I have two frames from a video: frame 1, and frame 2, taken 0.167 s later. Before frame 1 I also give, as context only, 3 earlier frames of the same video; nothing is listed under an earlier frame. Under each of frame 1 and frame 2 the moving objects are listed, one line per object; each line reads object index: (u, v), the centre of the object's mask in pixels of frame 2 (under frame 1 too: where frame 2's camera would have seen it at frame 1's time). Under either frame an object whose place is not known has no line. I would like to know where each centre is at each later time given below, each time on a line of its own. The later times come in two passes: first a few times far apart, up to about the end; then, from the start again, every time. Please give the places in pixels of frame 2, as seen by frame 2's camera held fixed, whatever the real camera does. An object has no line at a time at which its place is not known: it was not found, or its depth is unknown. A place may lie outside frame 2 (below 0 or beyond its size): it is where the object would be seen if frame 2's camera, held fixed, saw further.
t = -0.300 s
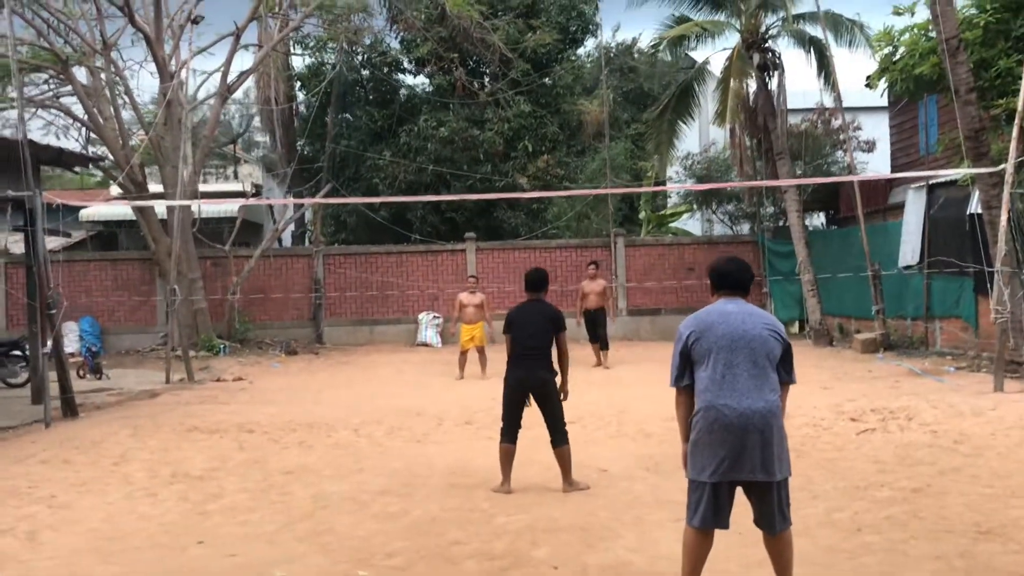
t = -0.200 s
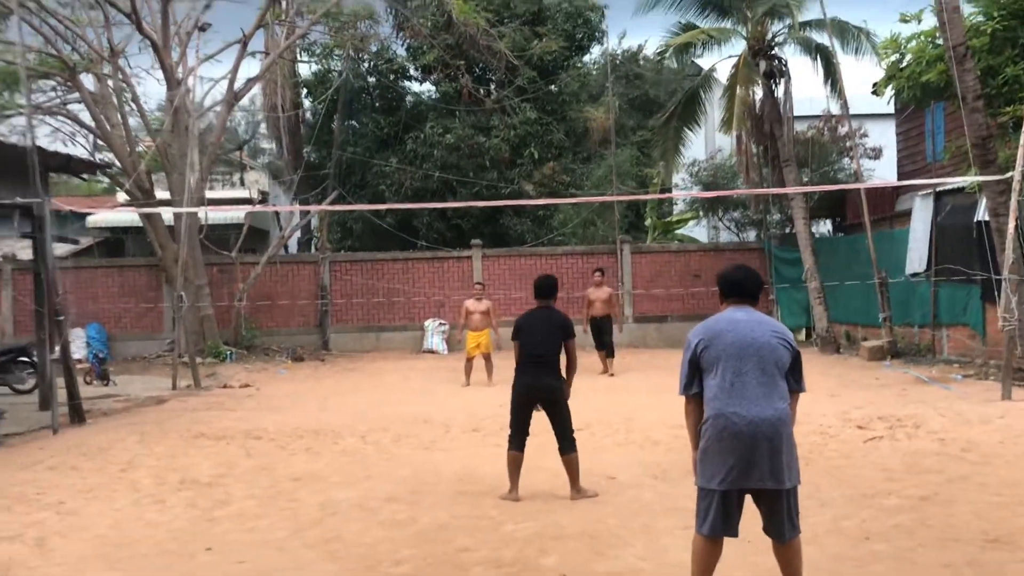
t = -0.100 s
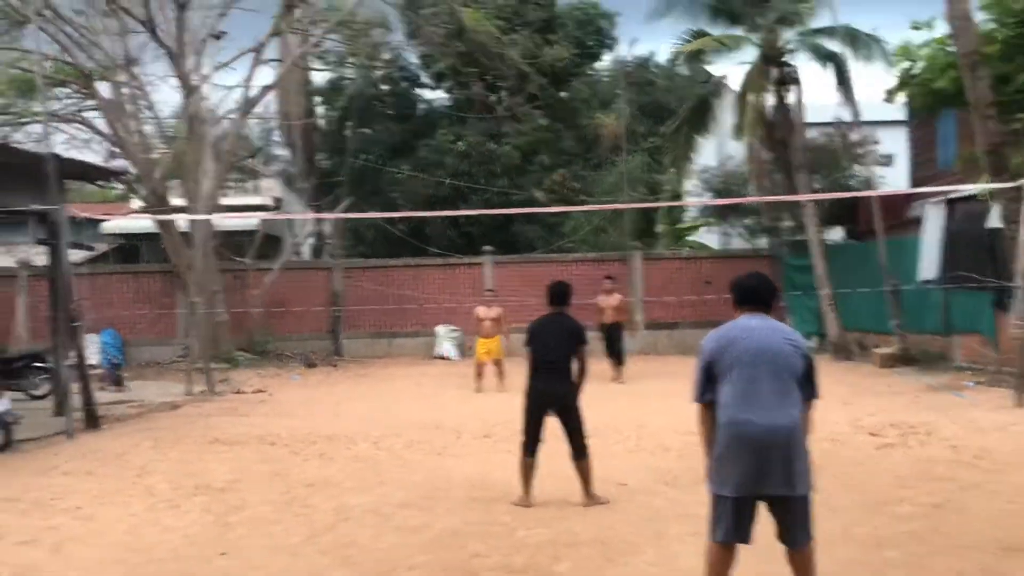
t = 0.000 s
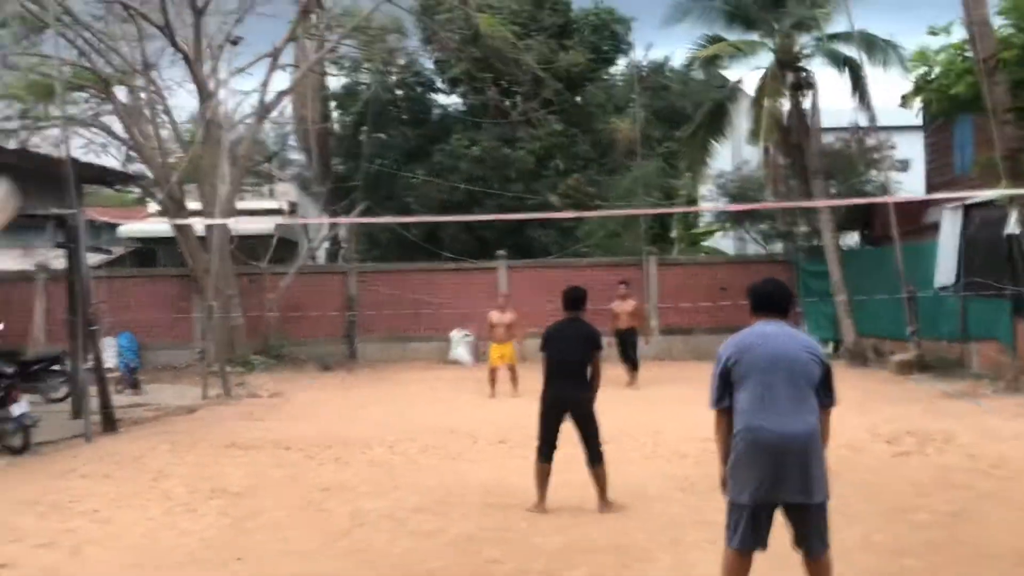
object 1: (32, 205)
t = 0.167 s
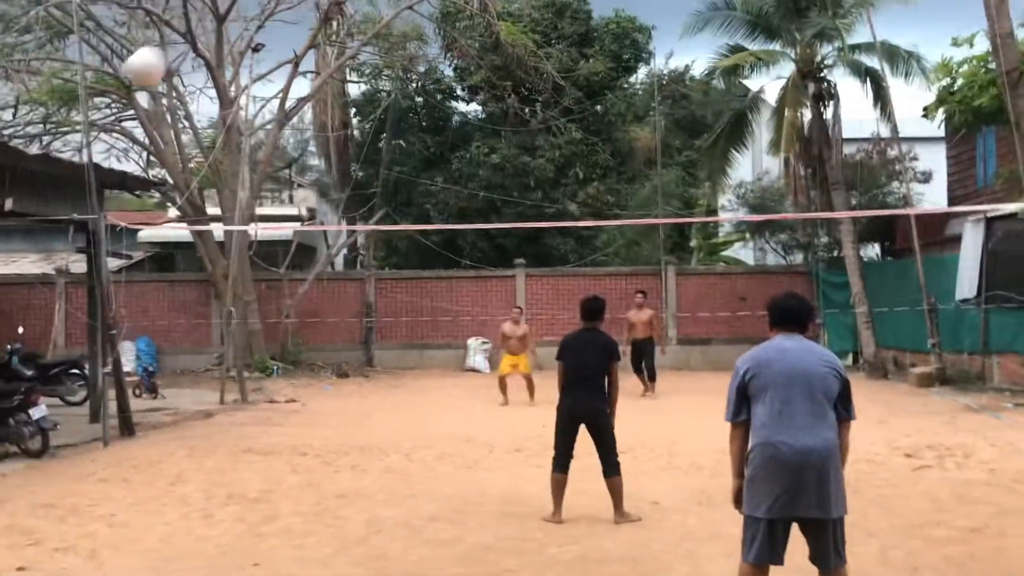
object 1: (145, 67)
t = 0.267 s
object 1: (195, 27)
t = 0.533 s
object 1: (277, 4)
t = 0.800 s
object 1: (327, 46)
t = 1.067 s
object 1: (357, 119)
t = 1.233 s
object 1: (372, 175)
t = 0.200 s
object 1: (165, 51)
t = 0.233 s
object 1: (181, 37)
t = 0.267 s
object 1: (195, 27)
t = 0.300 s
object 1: (208, 18)
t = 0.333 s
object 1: (221, 12)
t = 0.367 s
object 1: (231, 8)
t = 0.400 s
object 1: (243, 5)
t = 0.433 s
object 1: (251, 4)
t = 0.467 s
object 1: (261, 2)
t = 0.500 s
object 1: (270, 3)
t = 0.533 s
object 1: (277, 4)
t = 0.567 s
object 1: (286, 8)
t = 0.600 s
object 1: (294, 12)
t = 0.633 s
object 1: (300, 15)
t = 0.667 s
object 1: (306, 19)
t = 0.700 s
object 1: (312, 25)
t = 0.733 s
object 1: (317, 32)
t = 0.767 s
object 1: (323, 38)
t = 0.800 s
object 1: (327, 46)
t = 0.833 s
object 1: (331, 53)
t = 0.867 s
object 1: (335, 61)
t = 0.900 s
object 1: (340, 70)
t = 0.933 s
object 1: (343, 79)
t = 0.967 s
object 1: (346, 89)
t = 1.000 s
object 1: (351, 99)
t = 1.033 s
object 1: (354, 110)
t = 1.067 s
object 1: (357, 119)
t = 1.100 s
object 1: (360, 131)
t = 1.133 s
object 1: (363, 141)
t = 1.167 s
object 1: (366, 153)
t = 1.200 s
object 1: (369, 163)
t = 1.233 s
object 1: (372, 175)
